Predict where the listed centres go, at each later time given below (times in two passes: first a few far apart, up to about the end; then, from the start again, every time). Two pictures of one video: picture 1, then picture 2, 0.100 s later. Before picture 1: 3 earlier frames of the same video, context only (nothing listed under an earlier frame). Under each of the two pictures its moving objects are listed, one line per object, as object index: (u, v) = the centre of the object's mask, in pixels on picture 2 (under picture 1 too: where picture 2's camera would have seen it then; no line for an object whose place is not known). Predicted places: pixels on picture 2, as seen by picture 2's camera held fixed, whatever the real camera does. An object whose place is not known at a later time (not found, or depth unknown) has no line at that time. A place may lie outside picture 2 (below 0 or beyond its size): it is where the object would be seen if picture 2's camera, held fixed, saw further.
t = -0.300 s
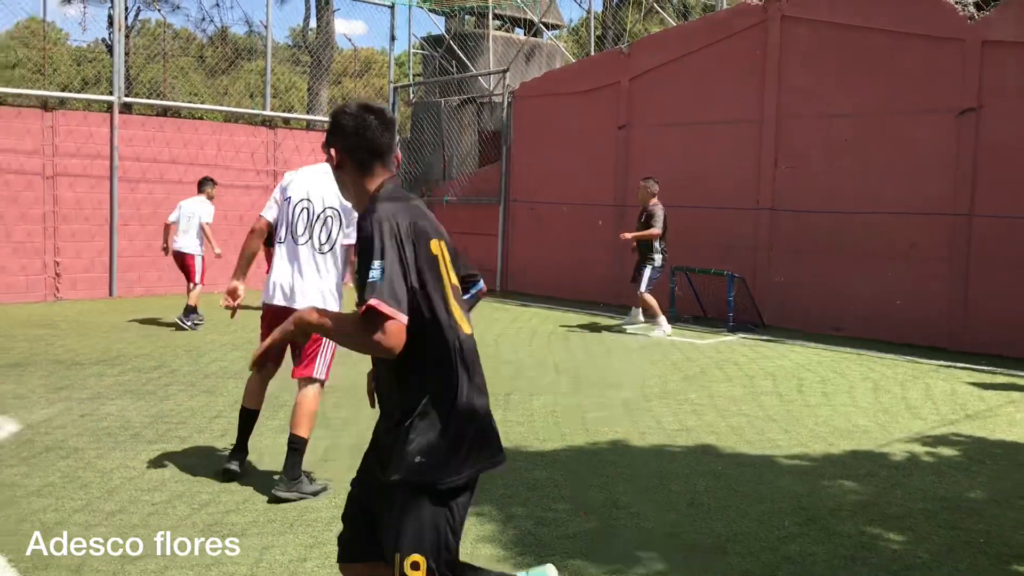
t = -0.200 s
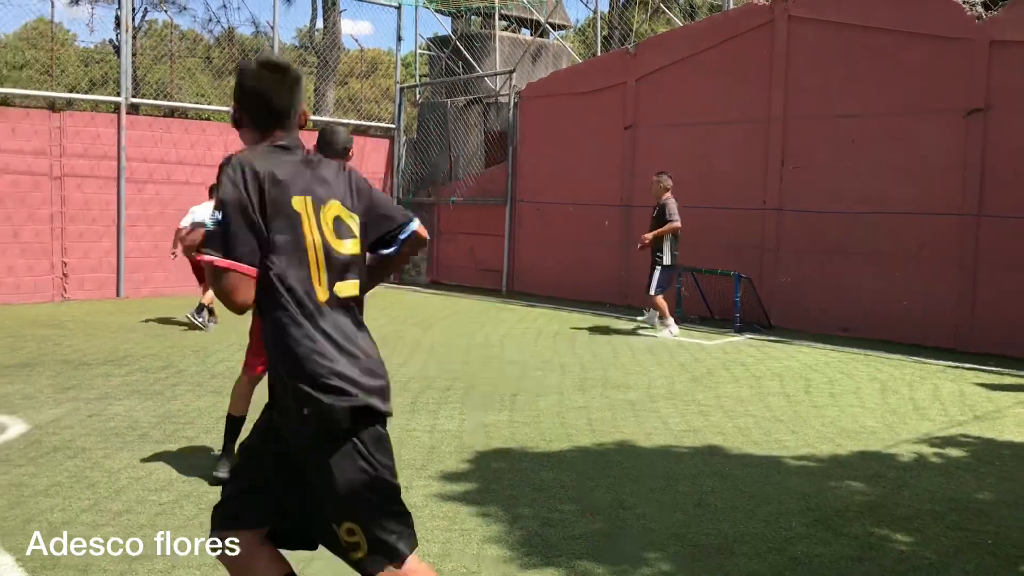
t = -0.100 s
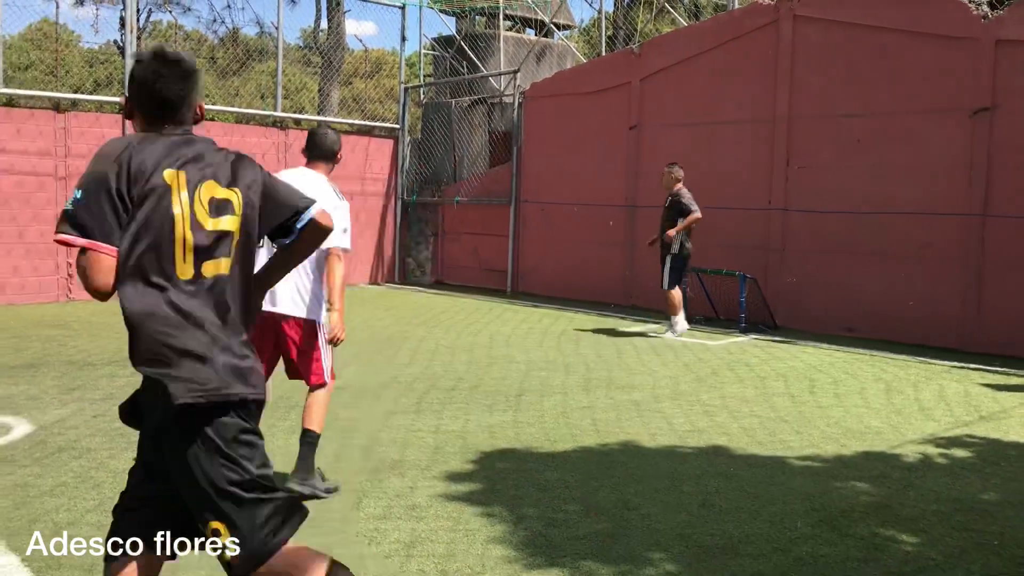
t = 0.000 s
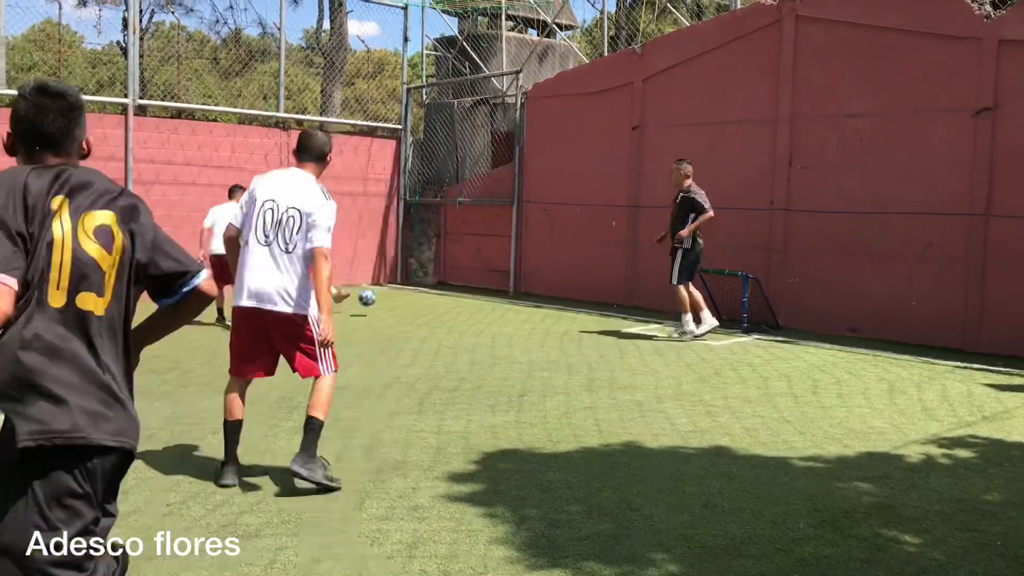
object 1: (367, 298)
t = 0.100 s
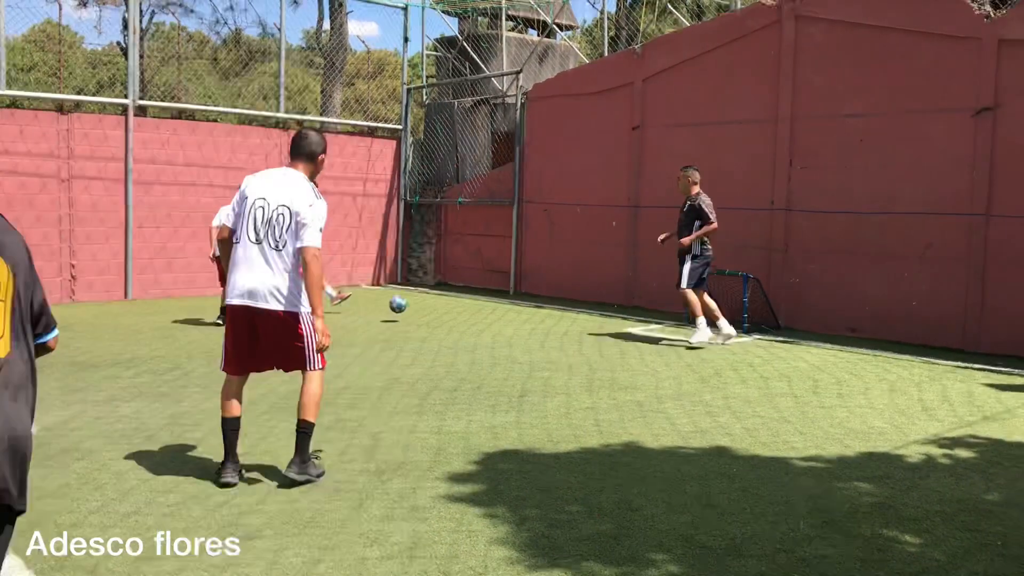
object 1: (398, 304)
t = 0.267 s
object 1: (444, 318)
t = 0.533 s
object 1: (496, 331)
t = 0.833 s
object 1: (548, 345)
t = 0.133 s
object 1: (408, 308)
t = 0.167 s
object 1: (419, 314)
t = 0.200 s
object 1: (430, 319)
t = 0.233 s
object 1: (437, 318)
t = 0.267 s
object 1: (444, 318)
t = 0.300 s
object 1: (451, 319)
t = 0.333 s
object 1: (459, 320)
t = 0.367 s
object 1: (466, 323)
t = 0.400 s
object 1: (473, 327)
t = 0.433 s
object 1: (480, 328)
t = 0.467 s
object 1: (485, 328)
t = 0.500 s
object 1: (491, 329)
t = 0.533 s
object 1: (496, 331)
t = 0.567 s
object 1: (502, 334)
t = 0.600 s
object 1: (507, 335)
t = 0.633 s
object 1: (514, 336)
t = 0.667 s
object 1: (519, 338)
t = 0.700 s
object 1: (525, 339)
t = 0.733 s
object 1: (530, 341)
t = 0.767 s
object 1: (536, 342)
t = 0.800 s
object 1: (542, 344)
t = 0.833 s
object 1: (548, 345)
